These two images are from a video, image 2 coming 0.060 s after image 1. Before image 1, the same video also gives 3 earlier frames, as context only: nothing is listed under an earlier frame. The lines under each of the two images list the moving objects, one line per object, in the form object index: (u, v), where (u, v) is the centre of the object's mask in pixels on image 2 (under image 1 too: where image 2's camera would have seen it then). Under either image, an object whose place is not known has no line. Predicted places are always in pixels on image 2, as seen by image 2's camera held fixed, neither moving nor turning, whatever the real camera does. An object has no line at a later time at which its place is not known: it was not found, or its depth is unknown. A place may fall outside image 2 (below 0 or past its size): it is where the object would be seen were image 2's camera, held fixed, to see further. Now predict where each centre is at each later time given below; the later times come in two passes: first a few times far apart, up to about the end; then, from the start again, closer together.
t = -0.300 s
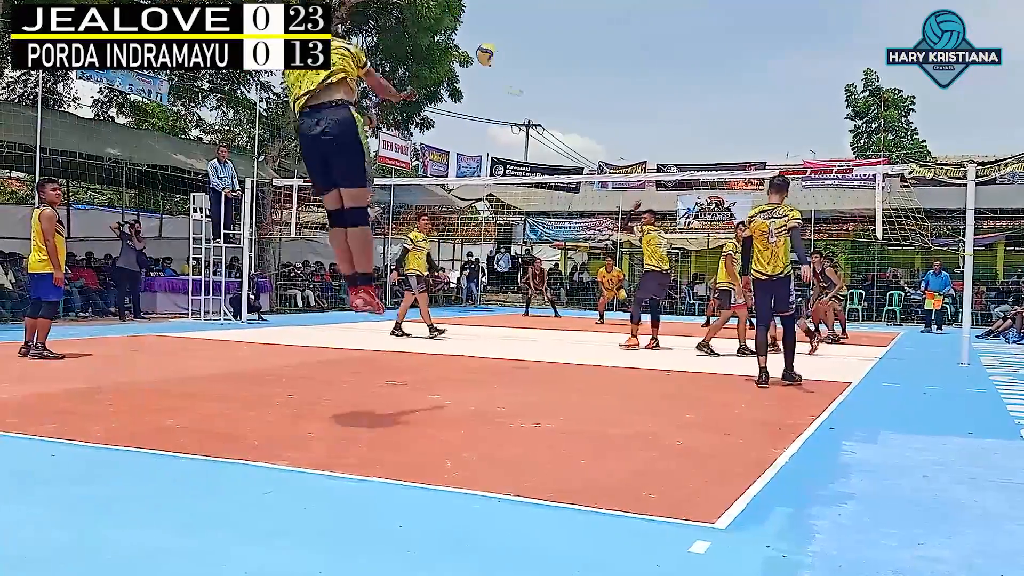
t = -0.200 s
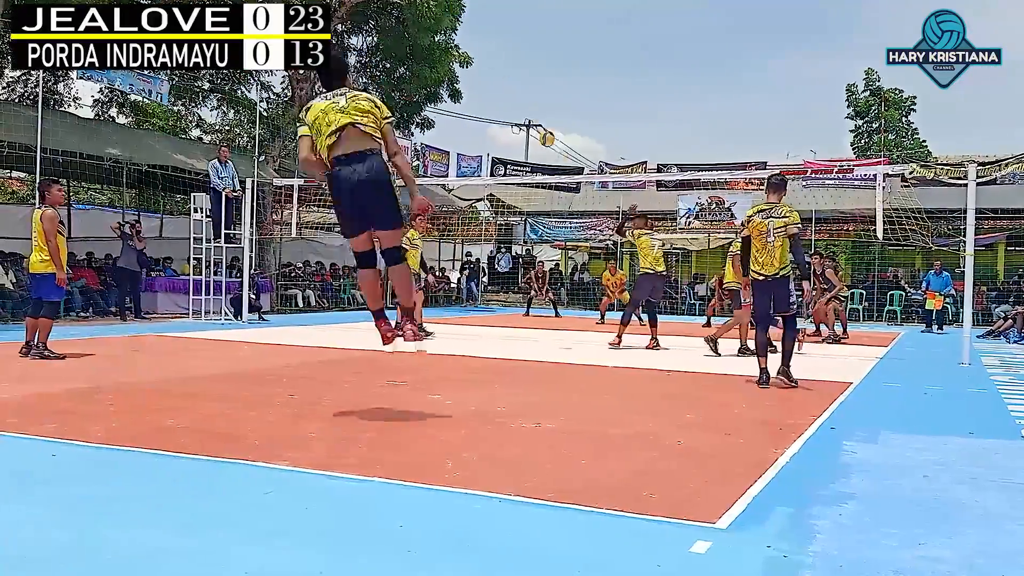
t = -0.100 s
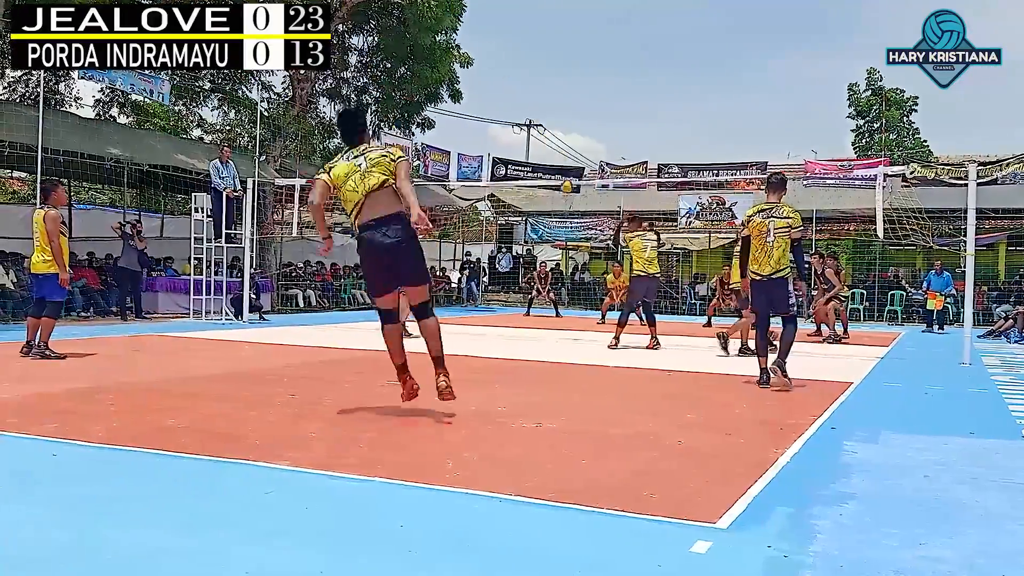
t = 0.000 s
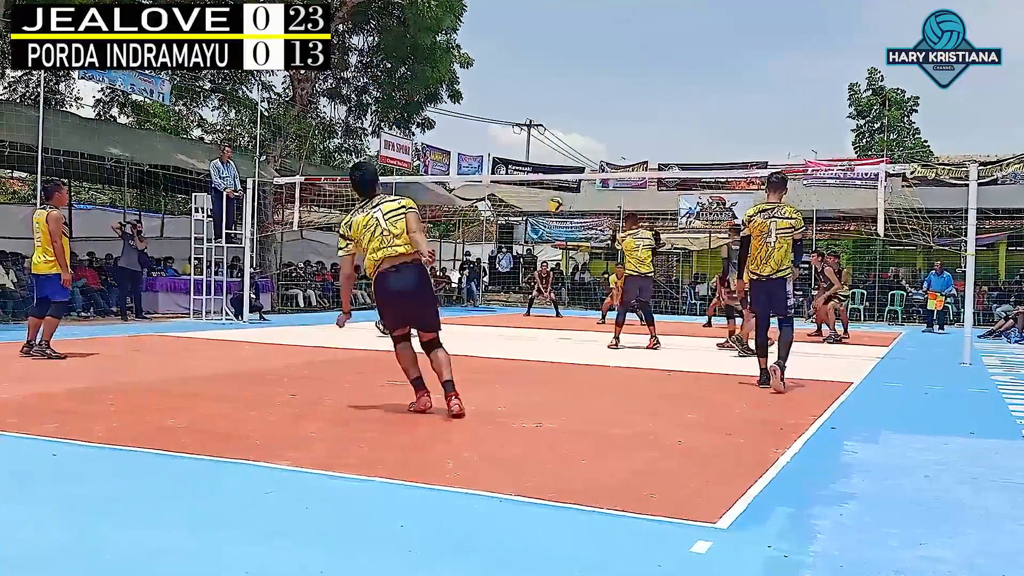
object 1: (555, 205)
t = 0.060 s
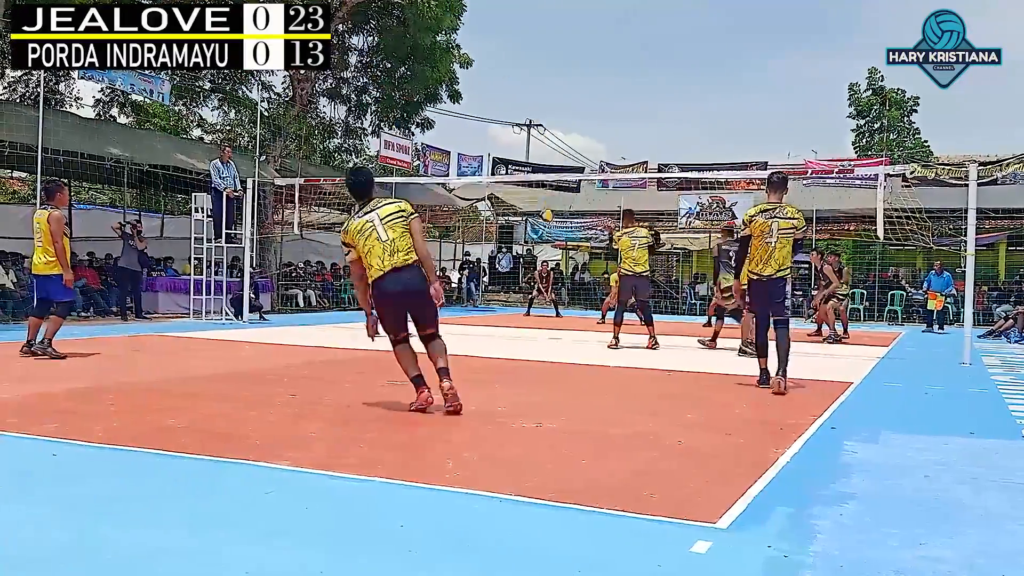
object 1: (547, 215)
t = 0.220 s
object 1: (516, 244)
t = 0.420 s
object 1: (469, 300)
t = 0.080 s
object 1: (545, 218)
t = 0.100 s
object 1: (540, 224)
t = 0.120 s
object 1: (535, 229)
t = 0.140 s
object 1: (532, 232)
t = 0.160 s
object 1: (526, 238)
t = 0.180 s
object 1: (522, 239)
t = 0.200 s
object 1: (519, 241)
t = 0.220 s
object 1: (516, 244)
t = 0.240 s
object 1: (511, 249)
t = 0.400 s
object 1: (471, 295)
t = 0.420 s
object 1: (469, 300)
